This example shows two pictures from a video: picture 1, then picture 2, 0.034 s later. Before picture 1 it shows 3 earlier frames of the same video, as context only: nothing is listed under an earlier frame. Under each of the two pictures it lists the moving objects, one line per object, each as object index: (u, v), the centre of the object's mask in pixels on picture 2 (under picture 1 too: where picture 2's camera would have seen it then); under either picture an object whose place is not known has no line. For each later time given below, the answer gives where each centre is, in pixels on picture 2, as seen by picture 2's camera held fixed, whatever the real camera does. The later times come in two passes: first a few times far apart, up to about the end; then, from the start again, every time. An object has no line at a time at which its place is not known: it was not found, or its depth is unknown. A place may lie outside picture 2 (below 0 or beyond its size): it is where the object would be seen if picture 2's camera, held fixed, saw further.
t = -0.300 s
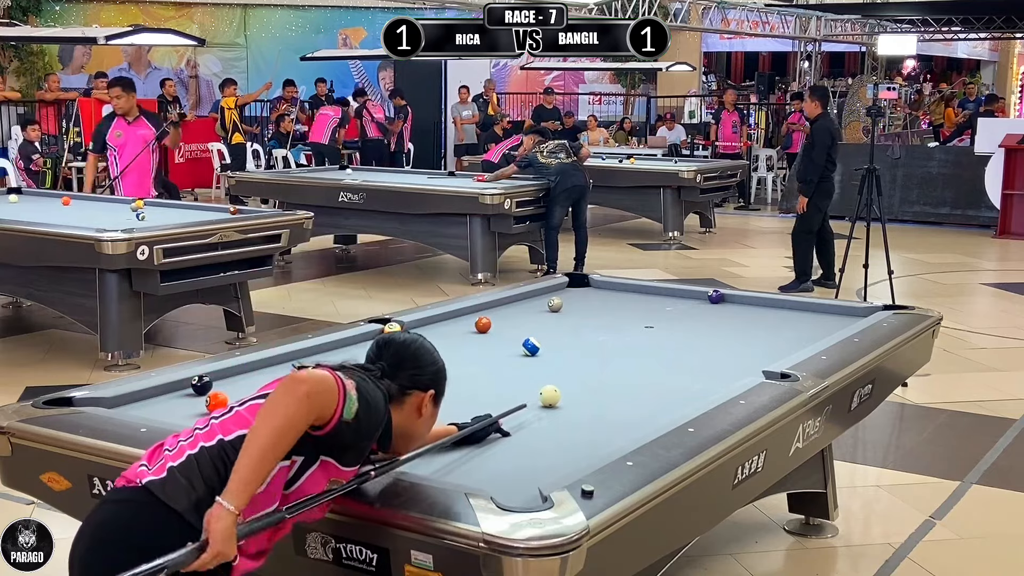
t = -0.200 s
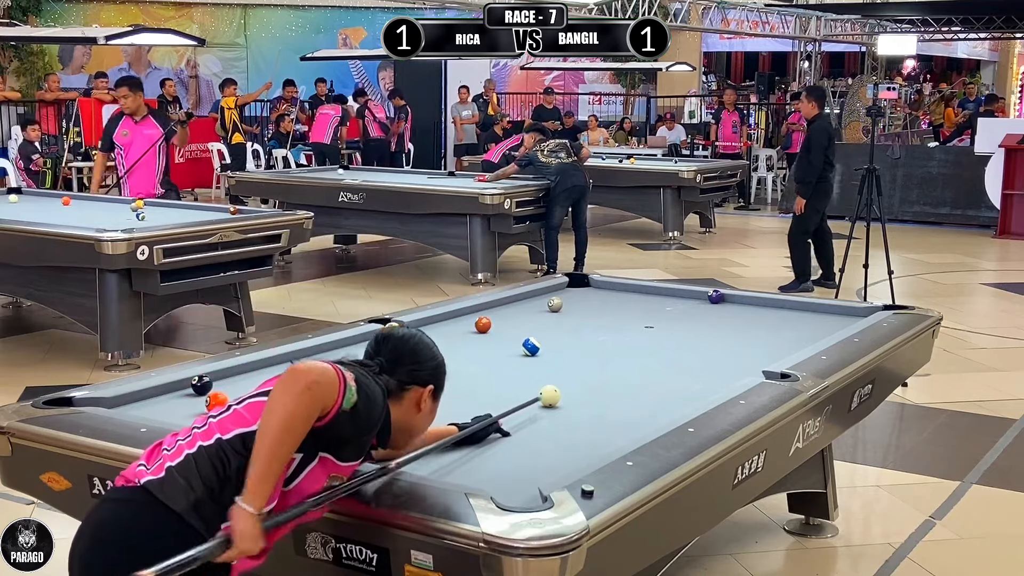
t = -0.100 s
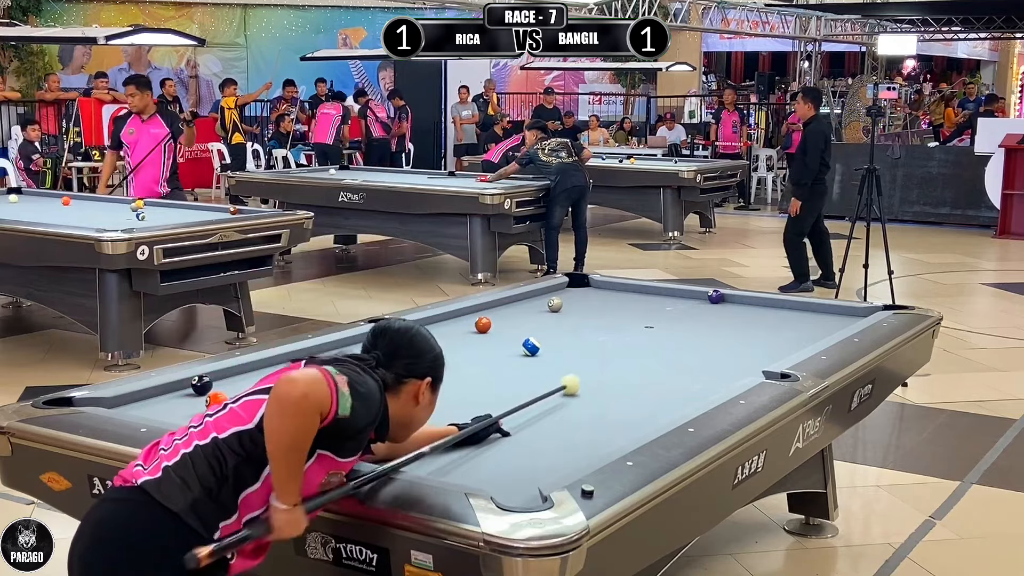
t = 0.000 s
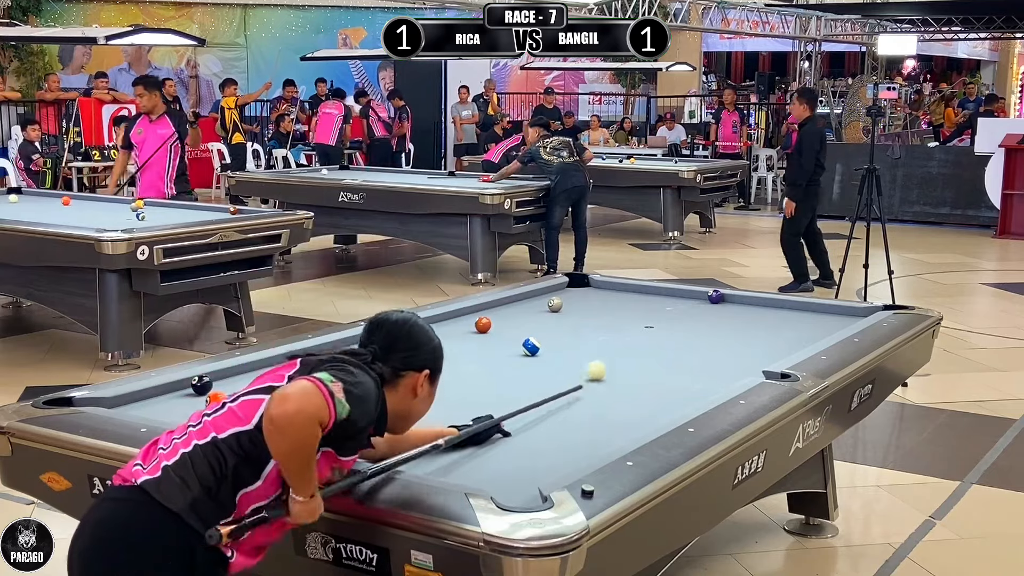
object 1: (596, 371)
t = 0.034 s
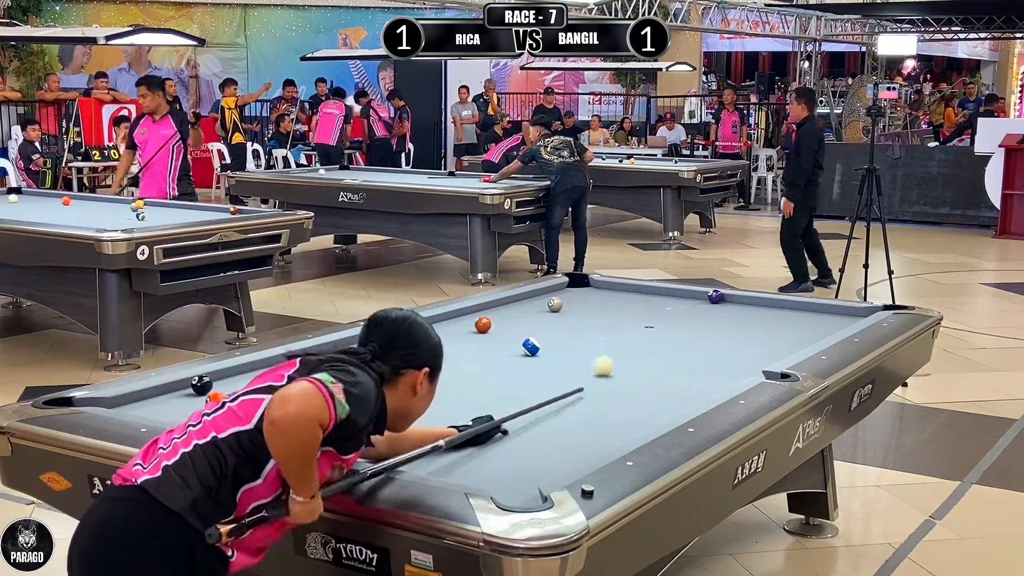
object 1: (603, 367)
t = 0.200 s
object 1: (639, 347)
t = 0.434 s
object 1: (681, 323)
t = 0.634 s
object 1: (710, 307)
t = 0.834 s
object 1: (733, 301)
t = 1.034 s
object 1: (738, 310)
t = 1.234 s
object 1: (743, 319)
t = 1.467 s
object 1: (749, 330)
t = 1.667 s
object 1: (755, 340)
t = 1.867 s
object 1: (761, 350)
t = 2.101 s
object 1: (768, 360)
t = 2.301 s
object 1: (747, 369)
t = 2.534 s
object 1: (717, 375)
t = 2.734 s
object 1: (691, 380)
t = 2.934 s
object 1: (666, 385)
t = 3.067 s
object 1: (649, 388)
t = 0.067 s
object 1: (611, 362)
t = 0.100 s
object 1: (618, 358)
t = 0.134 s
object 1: (625, 354)
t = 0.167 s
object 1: (632, 350)
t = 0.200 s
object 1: (639, 347)
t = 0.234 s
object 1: (646, 343)
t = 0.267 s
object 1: (653, 340)
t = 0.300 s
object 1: (658, 336)
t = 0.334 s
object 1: (664, 333)
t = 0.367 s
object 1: (670, 330)
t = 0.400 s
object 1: (675, 327)
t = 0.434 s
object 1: (681, 323)
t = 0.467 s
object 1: (687, 321)
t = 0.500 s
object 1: (691, 318)
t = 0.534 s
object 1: (697, 315)
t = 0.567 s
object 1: (702, 312)
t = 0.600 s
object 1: (706, 310)
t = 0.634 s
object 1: (710, 307)
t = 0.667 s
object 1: (716, 304)
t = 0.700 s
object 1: (720, 302)
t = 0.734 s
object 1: (724, 299)
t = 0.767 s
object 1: (732, 298)
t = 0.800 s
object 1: (733, 300)
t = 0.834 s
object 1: (733, 301)
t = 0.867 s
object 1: (734, 303)
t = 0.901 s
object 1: (734, 304)
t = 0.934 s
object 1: (735, 306)
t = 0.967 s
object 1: (736, 307)
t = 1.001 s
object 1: (737, 308)
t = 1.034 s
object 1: (738, 310)
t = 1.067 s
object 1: (738, 311)
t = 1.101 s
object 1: (739, 313)
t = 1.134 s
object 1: (740, 314)
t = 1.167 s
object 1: (741, 316)
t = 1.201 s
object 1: (742, 317)
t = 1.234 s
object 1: (743, 319)
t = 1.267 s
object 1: (744, 320)
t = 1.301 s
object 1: (745, 322)
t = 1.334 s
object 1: (746, 323)
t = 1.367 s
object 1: (747, 325)
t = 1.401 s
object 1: (748, 327)
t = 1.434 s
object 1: (748, 328)
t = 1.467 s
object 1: (749, 330)
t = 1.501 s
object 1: (750, 332)
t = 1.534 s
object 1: (752, 333)
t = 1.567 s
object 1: (752, 335)
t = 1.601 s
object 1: (753, 336)
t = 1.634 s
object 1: (754, 338)
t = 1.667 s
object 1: (755, 340)
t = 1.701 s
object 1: (756, 341)
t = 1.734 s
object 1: (757, 343)
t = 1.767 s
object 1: (758, 345)
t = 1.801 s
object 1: (759, 347)
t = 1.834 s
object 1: (760, 349)
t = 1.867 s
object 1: (761, 350)
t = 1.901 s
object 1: (762, 352)
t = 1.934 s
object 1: (763, 354)
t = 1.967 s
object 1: (764, 356)
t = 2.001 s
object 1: (765, 357)
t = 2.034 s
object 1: (766, 359)
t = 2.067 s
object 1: (767, 359)
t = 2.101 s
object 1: (768, 360)
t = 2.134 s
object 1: (767, 362)
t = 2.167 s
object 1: (762, 364)
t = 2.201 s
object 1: (759, 366)
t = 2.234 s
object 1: (755, 367)
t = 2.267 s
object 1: (751, 368)
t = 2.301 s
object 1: (747, 369)
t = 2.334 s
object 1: (743, 370)
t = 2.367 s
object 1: (739, 371)
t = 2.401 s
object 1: (734, 372)
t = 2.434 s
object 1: (730, 373)
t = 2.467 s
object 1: (727, 374)
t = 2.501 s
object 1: (721, 374)
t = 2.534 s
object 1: (717, 375)
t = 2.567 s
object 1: (713, 376)
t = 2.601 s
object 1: (709, 377)
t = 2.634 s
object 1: (704, 377)
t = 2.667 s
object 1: (700, 378)
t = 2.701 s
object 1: (696, 379)
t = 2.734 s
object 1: (691, 380)
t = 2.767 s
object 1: (687, 380)
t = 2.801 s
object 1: (683, 381)
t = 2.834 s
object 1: (679, 382)
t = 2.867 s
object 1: (674, 383)
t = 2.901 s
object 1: (670, 384)
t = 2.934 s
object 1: (666, 385)
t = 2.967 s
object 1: (661, 385)
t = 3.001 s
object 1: (657, 386)
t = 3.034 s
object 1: (653, 387)
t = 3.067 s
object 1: (649, 388)
